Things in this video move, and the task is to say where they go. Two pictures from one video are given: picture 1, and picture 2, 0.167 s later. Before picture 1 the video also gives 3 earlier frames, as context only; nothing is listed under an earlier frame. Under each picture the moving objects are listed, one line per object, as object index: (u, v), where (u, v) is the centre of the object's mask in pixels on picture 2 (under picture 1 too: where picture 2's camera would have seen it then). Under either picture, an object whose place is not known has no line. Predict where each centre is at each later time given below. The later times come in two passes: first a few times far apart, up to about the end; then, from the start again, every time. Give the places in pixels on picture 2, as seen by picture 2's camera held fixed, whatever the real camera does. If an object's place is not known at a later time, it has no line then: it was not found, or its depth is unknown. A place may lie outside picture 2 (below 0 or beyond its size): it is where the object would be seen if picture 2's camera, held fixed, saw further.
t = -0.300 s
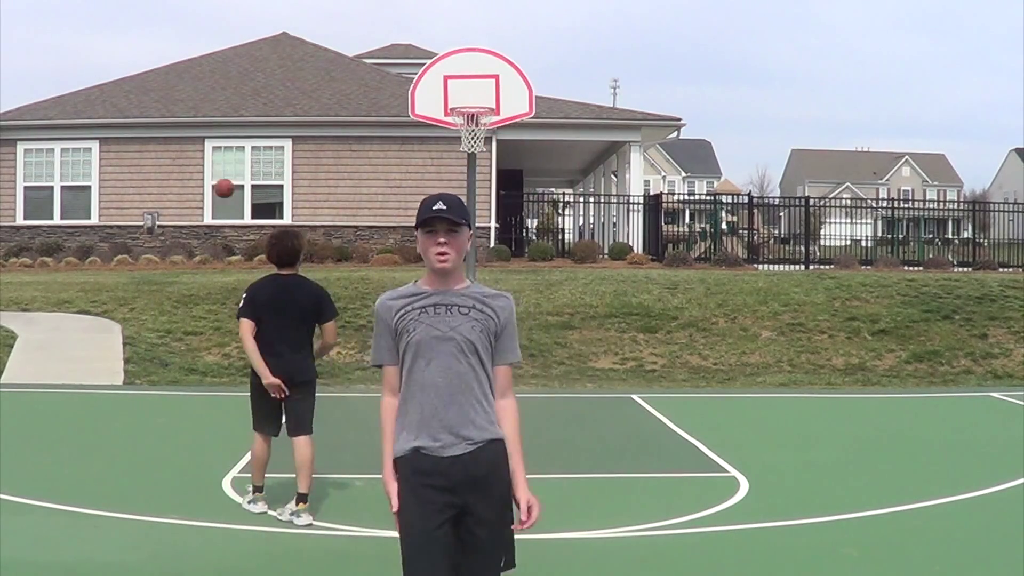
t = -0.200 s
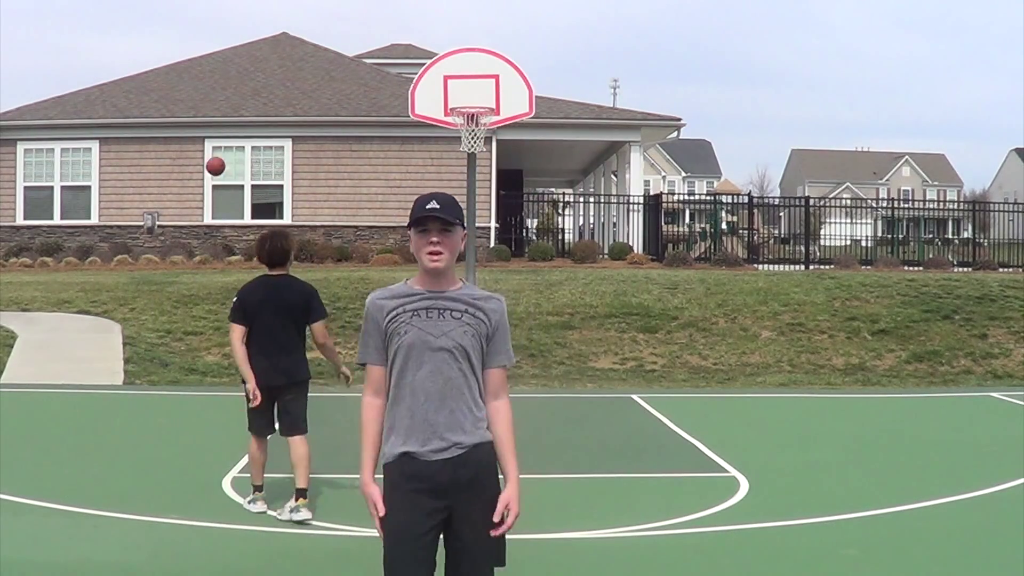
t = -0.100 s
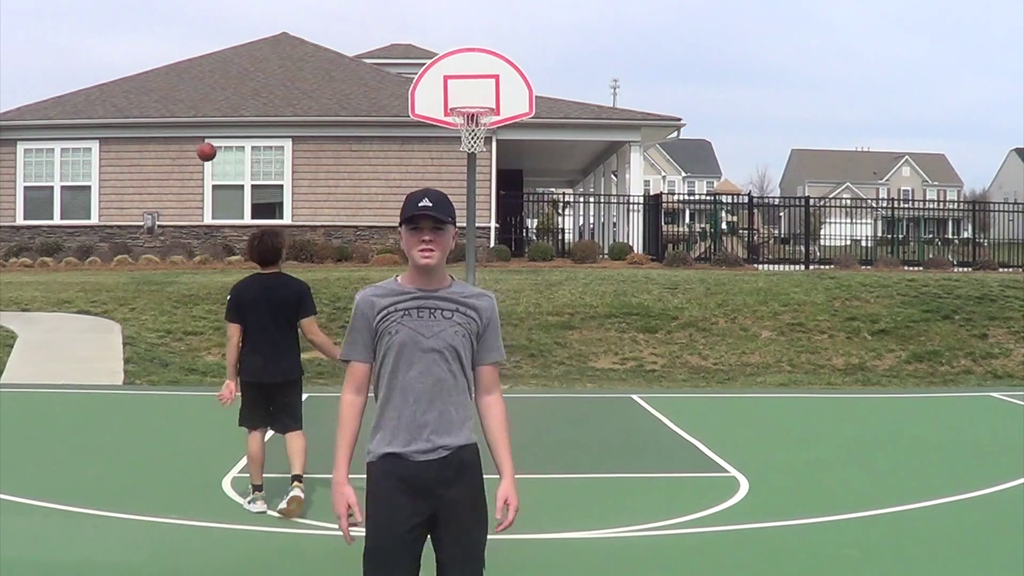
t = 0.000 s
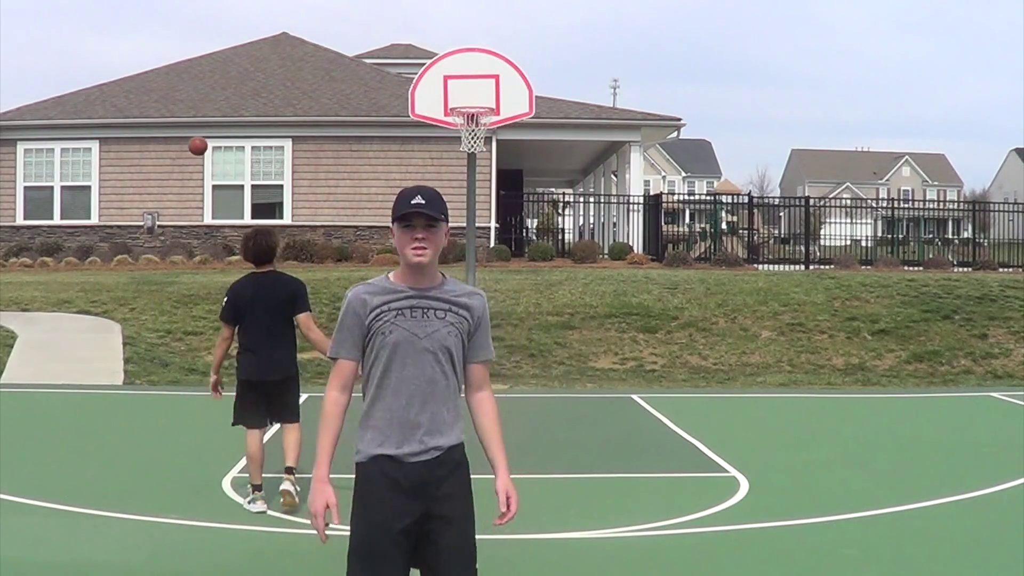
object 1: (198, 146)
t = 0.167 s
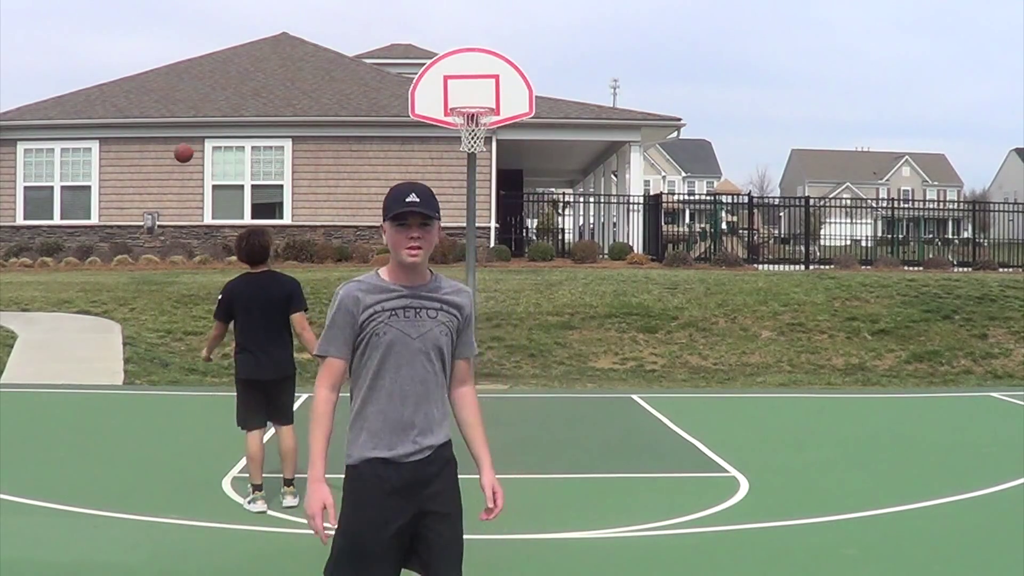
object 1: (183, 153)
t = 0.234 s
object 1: (178, 162)
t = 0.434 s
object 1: (160, 209)
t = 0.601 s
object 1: (145, 271)
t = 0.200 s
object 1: (181, 157)
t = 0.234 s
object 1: (178, 162)
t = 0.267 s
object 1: (175, 168)
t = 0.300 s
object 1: (172, 174)
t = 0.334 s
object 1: (169, 182)
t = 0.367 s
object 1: (166, 190)
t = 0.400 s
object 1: (163, 199)
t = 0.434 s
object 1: (160, 209)
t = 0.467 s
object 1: (157, 220)
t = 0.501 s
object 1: (154, 231)
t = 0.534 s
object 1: (151, 243)
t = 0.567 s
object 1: (148, 256)
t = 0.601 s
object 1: (145, 271)
